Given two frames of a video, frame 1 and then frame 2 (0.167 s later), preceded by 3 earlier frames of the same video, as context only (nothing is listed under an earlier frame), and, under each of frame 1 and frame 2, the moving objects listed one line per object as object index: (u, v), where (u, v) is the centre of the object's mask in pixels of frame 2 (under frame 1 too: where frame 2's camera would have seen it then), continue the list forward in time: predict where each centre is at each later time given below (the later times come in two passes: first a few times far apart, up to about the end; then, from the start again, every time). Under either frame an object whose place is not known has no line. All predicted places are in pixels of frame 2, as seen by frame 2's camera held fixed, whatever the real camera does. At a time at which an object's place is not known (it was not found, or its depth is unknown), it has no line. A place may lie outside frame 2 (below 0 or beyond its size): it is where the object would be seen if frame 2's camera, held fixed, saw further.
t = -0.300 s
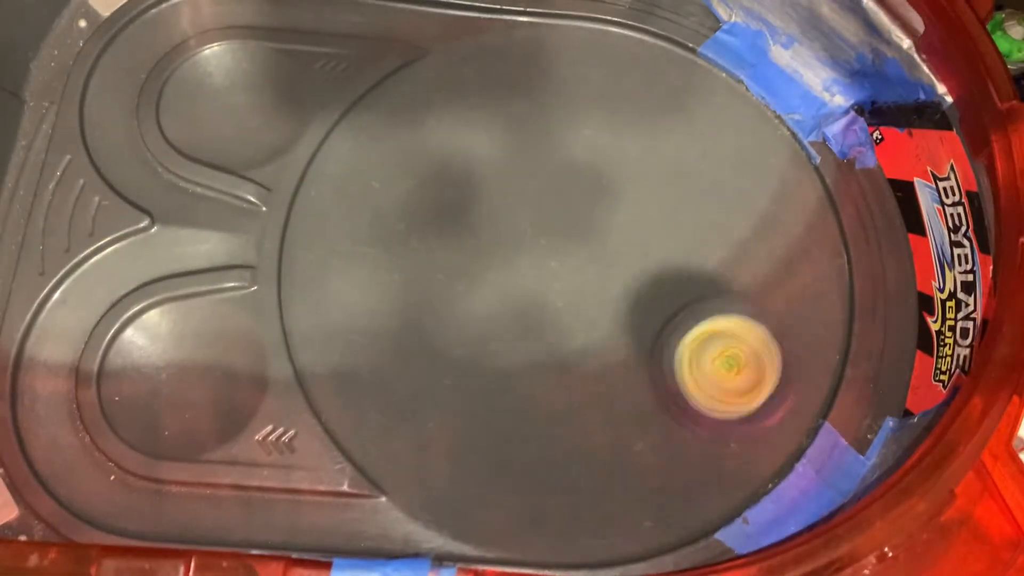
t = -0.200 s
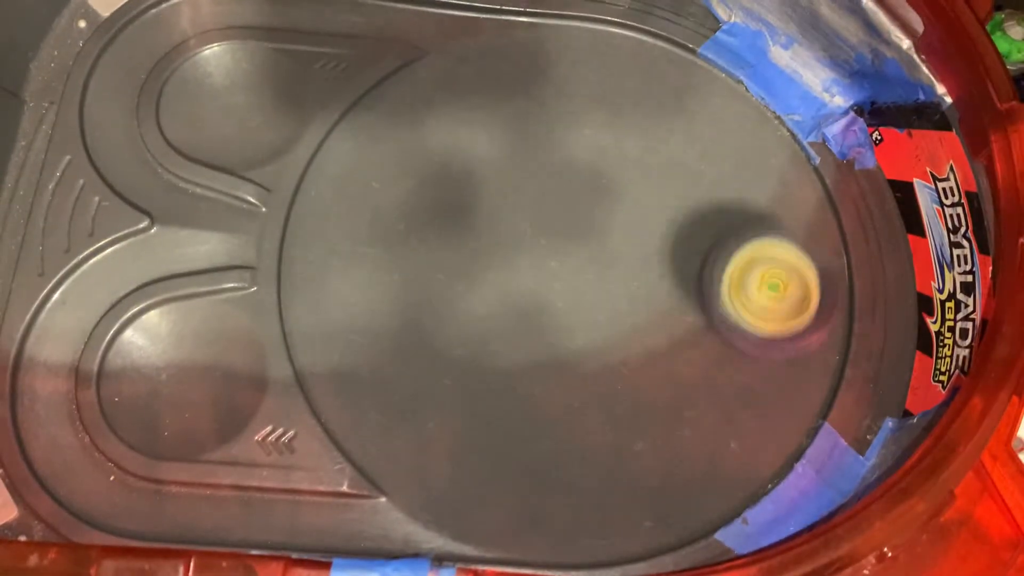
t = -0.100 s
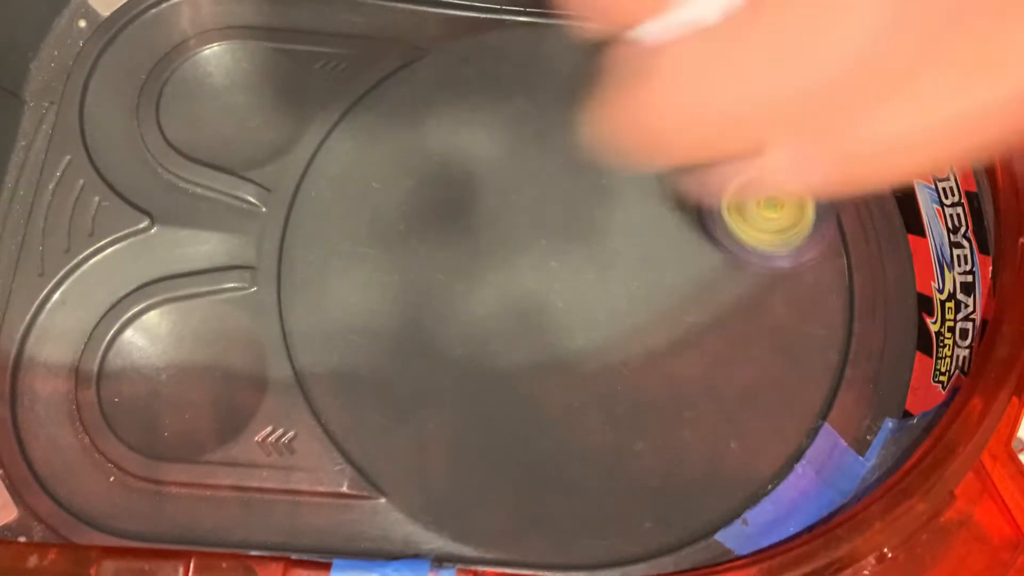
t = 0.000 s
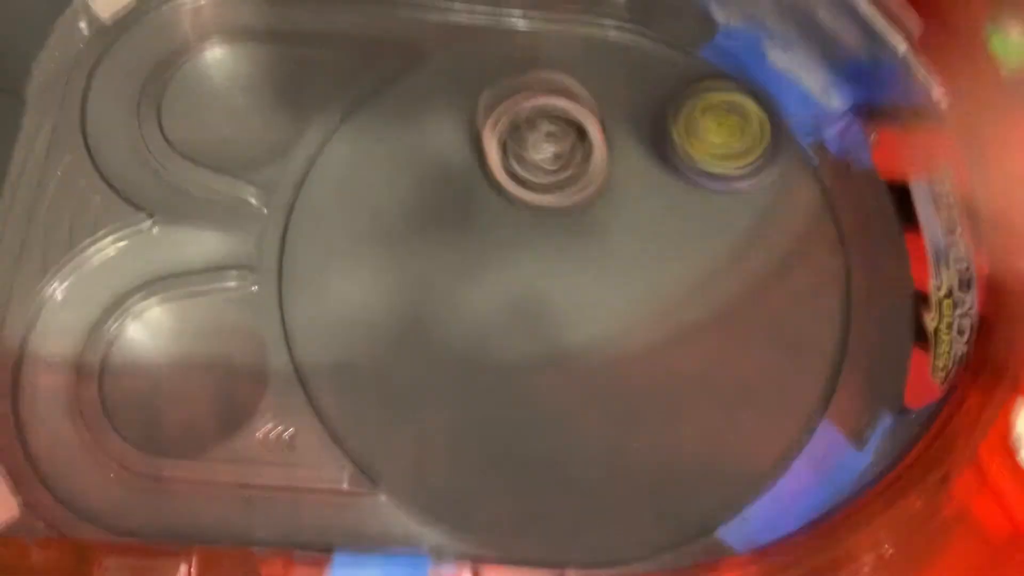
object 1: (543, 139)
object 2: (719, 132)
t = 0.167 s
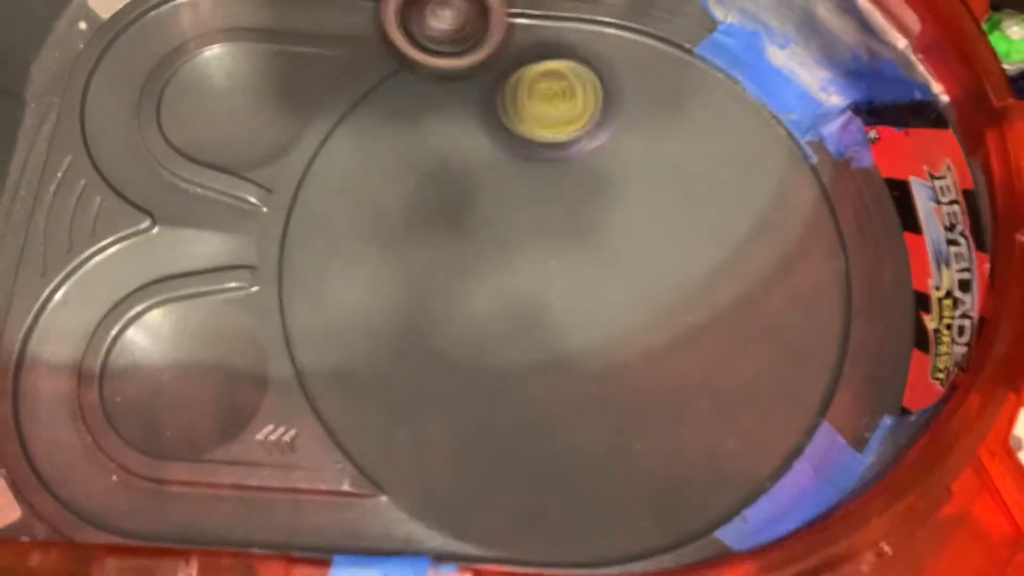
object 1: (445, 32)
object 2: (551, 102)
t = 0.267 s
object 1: (385, 33)
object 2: (442, 148)
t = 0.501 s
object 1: (318, 28)
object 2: (403, 366)
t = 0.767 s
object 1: (284, 29)
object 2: (631, 432)
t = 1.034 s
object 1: (243, 122)
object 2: (740, 218)
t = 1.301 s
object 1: (416, 105)
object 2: (617, 123)
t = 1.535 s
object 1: (368, 326)
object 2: (634, 222)
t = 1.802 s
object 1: (704, 419)
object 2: (770, 246)
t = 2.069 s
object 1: (727, 232)
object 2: (655, 111)
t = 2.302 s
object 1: (485, 269)
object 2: (425, 113)
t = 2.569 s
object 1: (479, 509)
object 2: (422, 345)
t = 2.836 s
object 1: (751, 418)
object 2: (618, 349)
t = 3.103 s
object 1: (762, 202)
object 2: (615, 165)
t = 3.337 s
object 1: (592, 229)
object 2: (465, 86)
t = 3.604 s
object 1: (616, 430)
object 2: (367, 180)
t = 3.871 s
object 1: (730, 339)
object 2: (493, 348)
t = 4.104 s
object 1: (571, 220)
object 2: (633, 382)
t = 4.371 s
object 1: (385, 317)
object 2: (691, 328)
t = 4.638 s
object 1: (555, 428)
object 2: (645, 226)
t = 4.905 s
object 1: (640, 236)
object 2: (493, 171)
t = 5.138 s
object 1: (517, 138)
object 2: (388, 191)
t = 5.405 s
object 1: (485, 222)
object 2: (358, 301)
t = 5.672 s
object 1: (640, 249)
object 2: (516, 354)
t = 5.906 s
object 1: (667, 145)
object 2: (643, 277)
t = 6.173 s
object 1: (531, 153)
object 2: (658, 215)
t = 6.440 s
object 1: (540, 317)
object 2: (613, 200)
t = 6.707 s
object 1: (696, 379)
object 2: (557, 236)
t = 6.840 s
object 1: (738, 320)
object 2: (539, 257)
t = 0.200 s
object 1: (424, 30)
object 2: (515, 109)
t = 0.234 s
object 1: (400, 31)
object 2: (478, 129)
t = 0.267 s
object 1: (385, 33)
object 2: (442, 148)
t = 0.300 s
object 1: (371, 36)
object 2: (417, 174)
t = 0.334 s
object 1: (364, 34)
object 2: (397, 199)
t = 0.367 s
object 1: (355, 32)
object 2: (385, 235)
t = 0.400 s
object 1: (343, 30)
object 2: (380, 268)
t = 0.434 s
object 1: (333, 30)
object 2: (383, 304)
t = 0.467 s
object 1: (324, 30)
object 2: (393, 340)
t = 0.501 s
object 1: (318, 28)
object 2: (403, 366)
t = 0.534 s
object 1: (313, 30)
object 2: (426, 399)
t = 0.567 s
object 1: (308, 28)
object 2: (447, 422)
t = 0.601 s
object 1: (305, 28)
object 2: (476, 438)
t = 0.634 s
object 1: (302, 29)
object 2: (506, 450)
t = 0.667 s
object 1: (300, 29)
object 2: (539, 447)
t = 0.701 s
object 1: (297, 29)
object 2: (575, 451)
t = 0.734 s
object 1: (292, 30)
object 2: (605, 442)
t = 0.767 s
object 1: (284, 29)
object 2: (631, 432)
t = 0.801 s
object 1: (273, 31)
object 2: (663, 413)
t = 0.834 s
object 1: (255, 32)
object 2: (690, 398)
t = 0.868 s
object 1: (233, 39)
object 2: (711, 378)
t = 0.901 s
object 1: (204, 50)
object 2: (730, 347)
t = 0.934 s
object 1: (172, 71)
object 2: (744, 318)
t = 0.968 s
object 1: (169, 101)
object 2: (752, 285)
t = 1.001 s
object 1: (197, 120)
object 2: (749, 252)
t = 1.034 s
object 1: (243, 122)
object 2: (740, 218)
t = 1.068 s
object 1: (286, 103)
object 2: (730, 186)
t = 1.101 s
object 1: (323, 88)
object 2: (706, 157)
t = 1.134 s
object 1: (365, 80)
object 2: (672, 133)
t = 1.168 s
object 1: (405, 81)
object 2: (641, 114)
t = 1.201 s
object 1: (446, 85)
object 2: (611, 103)
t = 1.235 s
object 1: (455, 89)
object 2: (601, 103)
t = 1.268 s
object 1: (438, 93)
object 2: (613, 111)
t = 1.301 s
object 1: (416, 105)
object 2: (617, 123)
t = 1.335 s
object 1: (395, 122)
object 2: (617, 135)
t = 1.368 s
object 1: (373, 148)
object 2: (615, 150)
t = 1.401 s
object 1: (358, 178)
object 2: (614, 162)
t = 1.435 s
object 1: (346, 213)
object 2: (616, 177)
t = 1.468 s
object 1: (345, 248)
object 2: (619, 192)
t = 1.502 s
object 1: (351, 288)
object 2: (625, 207)
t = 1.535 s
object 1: (368, 326)
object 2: (634, 222)
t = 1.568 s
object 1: (393, 361)
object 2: (652, 244)
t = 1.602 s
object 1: (429, 391)
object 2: (665, 258)
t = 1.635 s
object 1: (472, 413)
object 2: (680, 273)
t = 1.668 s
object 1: (525, 426)
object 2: (696, 282)
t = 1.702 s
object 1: (579, 430)
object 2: (710, 289)
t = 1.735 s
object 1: (637, 420)
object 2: (722, 289)
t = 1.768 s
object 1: (684, 407)
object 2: (736, 286)
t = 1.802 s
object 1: (704, 419)
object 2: (770, 246)
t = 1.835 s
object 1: (722, 421)
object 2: (795, 205)
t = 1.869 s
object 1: (739, 413)
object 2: (807, 169)
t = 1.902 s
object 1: (751, 396)
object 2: (804, 145)
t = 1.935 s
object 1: (761, 367)
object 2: (773, 129)
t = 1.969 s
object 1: (767, 335)
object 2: (741, 118)
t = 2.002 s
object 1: (763, 299)
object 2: (716, 112)
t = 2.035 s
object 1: (748, 263)
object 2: (685, 109)
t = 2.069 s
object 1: (727, 232)
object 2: (655, 111)
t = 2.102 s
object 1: (699, 215)
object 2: (622, 101)
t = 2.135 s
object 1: (664, 216)
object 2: (586, 82)
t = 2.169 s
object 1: (626, 217)
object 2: (550, 73)
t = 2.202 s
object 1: (588, 223)
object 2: (514, 74)
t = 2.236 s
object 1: (551, 232)
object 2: (483, 79)
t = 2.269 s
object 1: (517, 248)
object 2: (452, 95)
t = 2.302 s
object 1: (485, 269)
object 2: (425, 113)
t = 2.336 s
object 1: (459, 293)
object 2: (403, 138)
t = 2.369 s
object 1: (438, 323)
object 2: (387, 162)
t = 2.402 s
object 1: (423, 354)
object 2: (376, 187)
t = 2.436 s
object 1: (416, 389)
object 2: (371, 216)
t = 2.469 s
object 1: (417, 426)
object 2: (376, 251)
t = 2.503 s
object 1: (427, 464)
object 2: (386, 287)
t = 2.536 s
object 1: (447, 492)
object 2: (400, 313)
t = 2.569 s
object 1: (479, 509)
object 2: (422, 345)
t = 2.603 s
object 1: (514, 502)
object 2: (448, 371)
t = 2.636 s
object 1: (557, 504)
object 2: (473, 370)
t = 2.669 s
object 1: (602, 505)
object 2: (492, 371)
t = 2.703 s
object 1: (643, 505)
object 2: (520, 371)
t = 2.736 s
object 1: (681, 496)
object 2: (545, 367)
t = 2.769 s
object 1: (714, 479)
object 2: (568, 368)
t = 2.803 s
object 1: (736, 450)
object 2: (596, 360)
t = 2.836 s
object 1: (751, 418)
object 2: (618, 349)
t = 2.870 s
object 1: (770, 392)
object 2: (630, 333)
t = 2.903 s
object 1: (781, 362)
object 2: (640, 310)
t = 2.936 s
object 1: (788, 333)
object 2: (646, 291)
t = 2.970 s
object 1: (793, 304)
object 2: (648, 263)
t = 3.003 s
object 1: (787, 274)
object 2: (647, 242)
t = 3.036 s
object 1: (780, 248)
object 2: (642, 215)
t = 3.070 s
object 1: (775, 223)
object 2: (626, 187)
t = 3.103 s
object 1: (762, 202)
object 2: (615, 165)
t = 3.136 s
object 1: (742, 186)
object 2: (598, 145)
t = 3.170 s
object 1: (714, 176)
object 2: (583, 129)
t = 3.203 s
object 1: (687, 174)
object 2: (563, 113)
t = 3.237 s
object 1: (662, 181)
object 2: (538, 99)
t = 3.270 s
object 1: (636, 192)
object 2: (512, 91)
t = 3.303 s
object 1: (613, 208)
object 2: (488, 86)
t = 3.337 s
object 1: (592, 229)
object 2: (465, 86)
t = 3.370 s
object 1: (576, 255)
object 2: (446, 89)
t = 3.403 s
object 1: (565, 283)
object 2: (427, 94)
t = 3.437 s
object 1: (560, 312)
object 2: (411, 101)
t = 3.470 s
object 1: (558, 340)
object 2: (396, 114)
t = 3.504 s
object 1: (564, 368)
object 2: (386, 128)
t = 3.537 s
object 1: (577, 393)
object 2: (378, 144)
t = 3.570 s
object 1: (595, 414)
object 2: (373, 159)
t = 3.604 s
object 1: (616, 430)
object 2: (367, 180)
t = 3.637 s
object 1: (641, 440)
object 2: (367, 195)
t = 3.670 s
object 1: (667, 445)
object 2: (370, 219)
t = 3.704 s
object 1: (692, 441)
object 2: (380, 241)
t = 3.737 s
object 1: (715, 431)
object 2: (395, 265)
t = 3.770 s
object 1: (731, 413)
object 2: (416, 299)
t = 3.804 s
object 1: (738, 389)
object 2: (439, 315)
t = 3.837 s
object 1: (738, 364)
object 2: (460, 334)
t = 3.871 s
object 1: (730, 339)
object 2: (493, 348)
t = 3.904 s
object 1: (715, 315)
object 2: (518, 360)
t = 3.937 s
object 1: (694, 295)
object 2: (551, 366)
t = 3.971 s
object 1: (670, 274)
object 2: (574, 372)
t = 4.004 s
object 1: (652, 254)
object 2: (589, 377)
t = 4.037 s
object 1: (627, 236)
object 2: (605, 382)
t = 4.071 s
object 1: (599, 225)
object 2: (617, 384)
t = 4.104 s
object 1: (571, 220)
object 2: (633, 382)
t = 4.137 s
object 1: (543, 219)
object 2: (644, 380)
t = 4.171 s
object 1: (513, 219)
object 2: (653, 377)
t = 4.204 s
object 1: (483, 225)
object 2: (667, 371)
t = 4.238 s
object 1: (456, 235)
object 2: (675, 365)
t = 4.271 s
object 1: (429, 249)
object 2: (681, 356)
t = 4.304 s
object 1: (410, 268)
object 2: (689, 348)
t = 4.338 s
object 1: (394, 291)
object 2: (690, 339)
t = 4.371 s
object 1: (385, 317)
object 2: (691, 328)
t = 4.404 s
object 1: (384, 344)
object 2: (693, 319)
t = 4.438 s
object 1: (391, 373)
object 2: (693, 305)
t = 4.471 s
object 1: (406, 398)
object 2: (692, 291)
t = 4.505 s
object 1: (428, 421)
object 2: (688, 280)
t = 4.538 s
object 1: (458, 435)
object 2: (680, 263)
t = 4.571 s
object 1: (489, 440)
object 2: (673, 250)
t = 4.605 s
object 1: (523, 439)
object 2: (661, 240)
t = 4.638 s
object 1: (555, 428)
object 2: (645, 226)
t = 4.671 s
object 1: (584, 412)
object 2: (630, 218)
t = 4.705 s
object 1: (608, 388)
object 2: (617, 213)
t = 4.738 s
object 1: (624, 361)
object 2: (594, 202)
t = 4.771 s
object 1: (636, 332)
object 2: (579, 200)
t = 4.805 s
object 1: (643, 304)
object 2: (561, 195)
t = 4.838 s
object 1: (648, 283)
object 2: (537, 182)
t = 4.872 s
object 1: (645, 261)
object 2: (515, 173)
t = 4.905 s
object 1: (640, 236)
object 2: (493, 171)
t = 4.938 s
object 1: (630, 214)
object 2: (473, 169)
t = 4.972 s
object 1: (615, 192)
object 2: (455, 168)
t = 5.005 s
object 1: (599, 175)
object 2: (438, 171)
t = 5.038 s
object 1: (578, 159)
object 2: (423, 175)
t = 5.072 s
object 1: (555, 148)
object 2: (411, 178)
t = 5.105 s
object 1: (531, 142)
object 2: (404, 186)
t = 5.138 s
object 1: (517, 138)
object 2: (388, 191)
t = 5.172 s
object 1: (506, 138)
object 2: (374, 203)
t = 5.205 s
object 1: (494, 141)
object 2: (363, 215)
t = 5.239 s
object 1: (484, 148)
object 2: (354, 228)
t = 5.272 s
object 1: (475, 158)
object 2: (350, 242)
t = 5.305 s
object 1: (471, 172)
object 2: (349, 257)
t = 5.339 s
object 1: (470, 188)
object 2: (350, 271)
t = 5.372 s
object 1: (476, 206)
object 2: (352, 289)
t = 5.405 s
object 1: (485, 222)
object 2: (358, 301)
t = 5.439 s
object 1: (500, 236)
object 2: (368, 307)
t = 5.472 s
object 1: (519, 247)
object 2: (383, 321)
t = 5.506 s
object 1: (537, 252)
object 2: (399, 340)
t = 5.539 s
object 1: (559, 257)
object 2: (415, 350)
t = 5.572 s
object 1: (580, 259)
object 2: (438, 348)
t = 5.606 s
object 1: (601, 257)
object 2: (466, 358)
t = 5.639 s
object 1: (621, 255)
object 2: (491, 355)
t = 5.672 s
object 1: (640, 249)
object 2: (516, 354)
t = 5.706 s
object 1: (655, 238)
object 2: (542, 344)
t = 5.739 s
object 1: (667, 225)
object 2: (564, 335)
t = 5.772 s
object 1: (674, 211)
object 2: (590, 324)
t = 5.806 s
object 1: (677, 195)
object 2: (610, 311)
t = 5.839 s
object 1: (678, 179)
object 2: (621, 301)
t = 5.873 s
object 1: (676, 160)
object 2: (633, 288)
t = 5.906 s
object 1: (667, 145)
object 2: (643, 277)
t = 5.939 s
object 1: (654, 132)
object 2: (650, 265)
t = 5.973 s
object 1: (639, 122)
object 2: (655, 254)
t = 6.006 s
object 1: (621, 116)
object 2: (660, 244)
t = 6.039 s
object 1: (602, 114)
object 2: (661, 236)
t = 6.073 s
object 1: (582, 116)
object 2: (661, 227)
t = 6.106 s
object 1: (564, 124)
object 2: (661, 224)
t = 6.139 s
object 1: (547, 136)
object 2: (660, 220)
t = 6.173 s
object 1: (531, 153)
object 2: (658, 215)
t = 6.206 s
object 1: (520, 172)
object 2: (655, 211)
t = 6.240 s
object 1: (513, 192)
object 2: (652, 208)
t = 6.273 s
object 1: (510, 214)
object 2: (647, 202)
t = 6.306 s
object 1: (511, 236)
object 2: (640, 199)
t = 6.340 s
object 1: (514, 257)
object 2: (636, 198)
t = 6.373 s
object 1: (520, 277)
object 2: (629, 198)
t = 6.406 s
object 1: (529, 297)
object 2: (621, 199)
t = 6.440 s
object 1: (540, 317)
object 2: (613, 200)
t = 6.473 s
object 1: (554, 336)
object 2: (604, 201)
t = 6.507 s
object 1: (570, 352)
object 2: (596, 203)
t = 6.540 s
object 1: (588, 365)
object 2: (589, 207)
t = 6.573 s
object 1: (609, 375)
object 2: (583, 214)
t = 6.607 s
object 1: (631, 382)
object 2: (576, 217)
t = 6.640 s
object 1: (654, 385)
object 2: (570, 223)
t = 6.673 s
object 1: (675, 384)
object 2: (563, 230)
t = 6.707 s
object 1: (696, 379)
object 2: (557, 236)
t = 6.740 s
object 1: (712, 369)
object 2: (552, 244)
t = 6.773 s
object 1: (725, 355)
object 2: (547, 249)
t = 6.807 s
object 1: (733, 339)
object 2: (543, 255)
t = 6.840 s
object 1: (738, 320)
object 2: (539, 257)
